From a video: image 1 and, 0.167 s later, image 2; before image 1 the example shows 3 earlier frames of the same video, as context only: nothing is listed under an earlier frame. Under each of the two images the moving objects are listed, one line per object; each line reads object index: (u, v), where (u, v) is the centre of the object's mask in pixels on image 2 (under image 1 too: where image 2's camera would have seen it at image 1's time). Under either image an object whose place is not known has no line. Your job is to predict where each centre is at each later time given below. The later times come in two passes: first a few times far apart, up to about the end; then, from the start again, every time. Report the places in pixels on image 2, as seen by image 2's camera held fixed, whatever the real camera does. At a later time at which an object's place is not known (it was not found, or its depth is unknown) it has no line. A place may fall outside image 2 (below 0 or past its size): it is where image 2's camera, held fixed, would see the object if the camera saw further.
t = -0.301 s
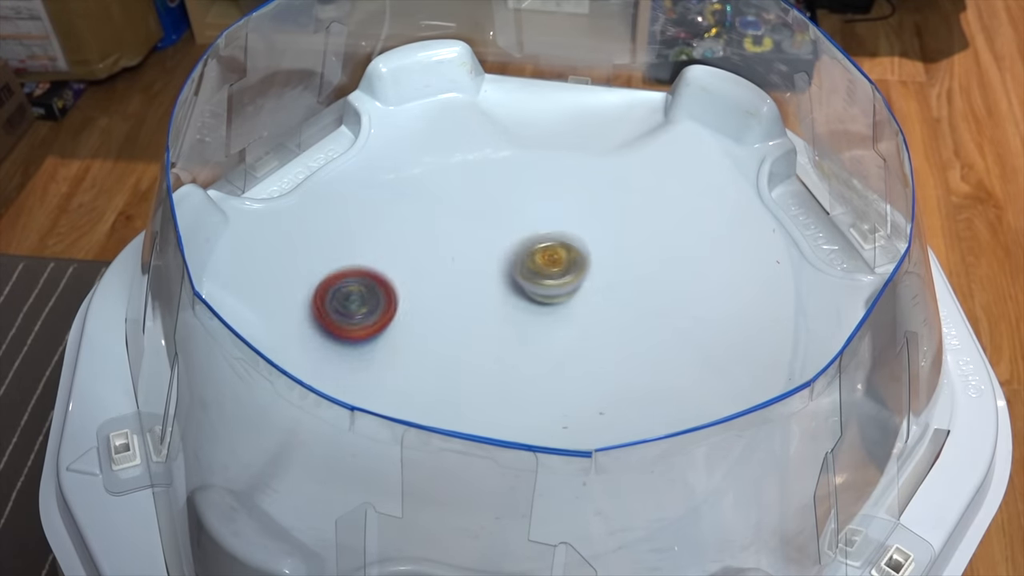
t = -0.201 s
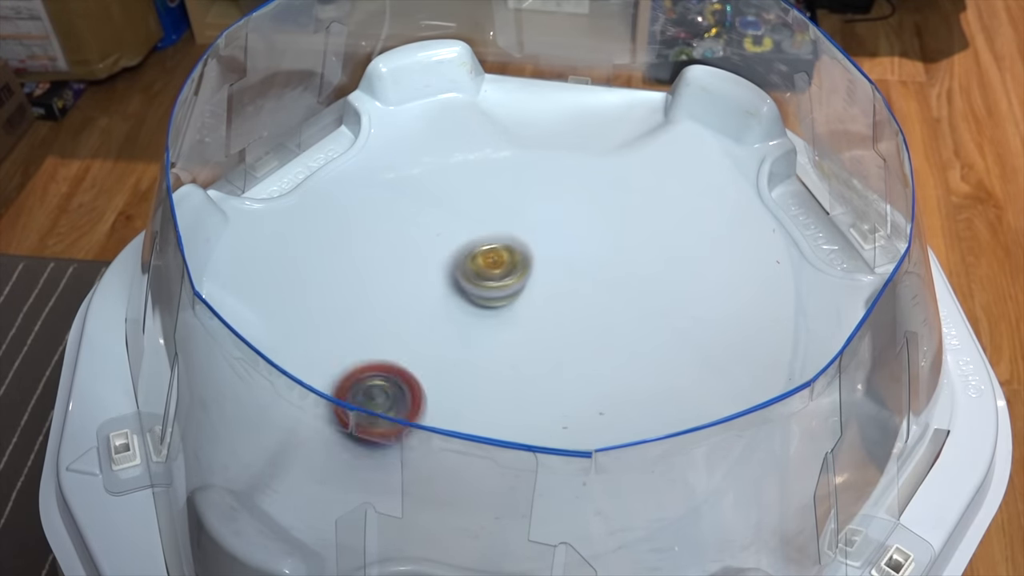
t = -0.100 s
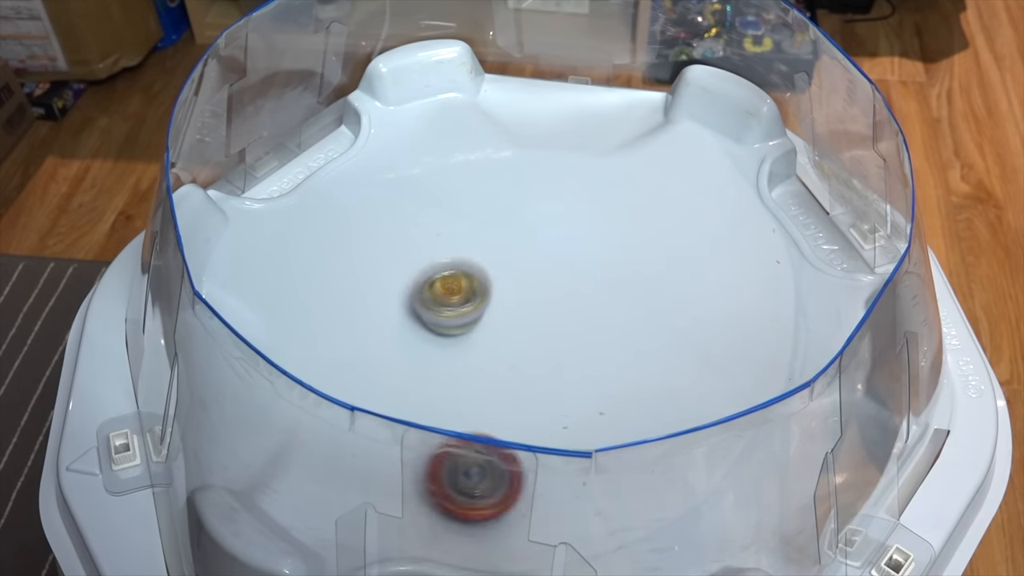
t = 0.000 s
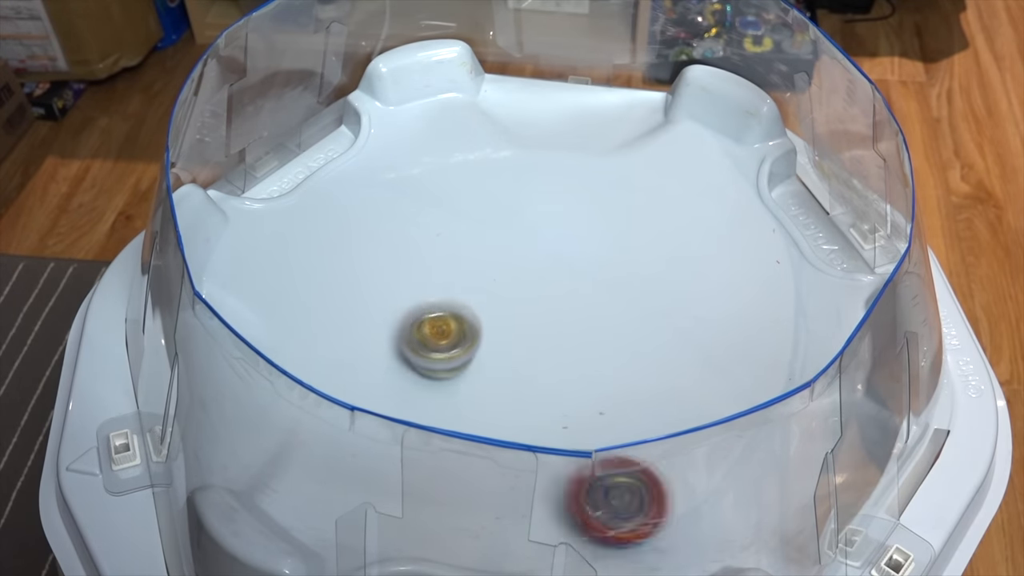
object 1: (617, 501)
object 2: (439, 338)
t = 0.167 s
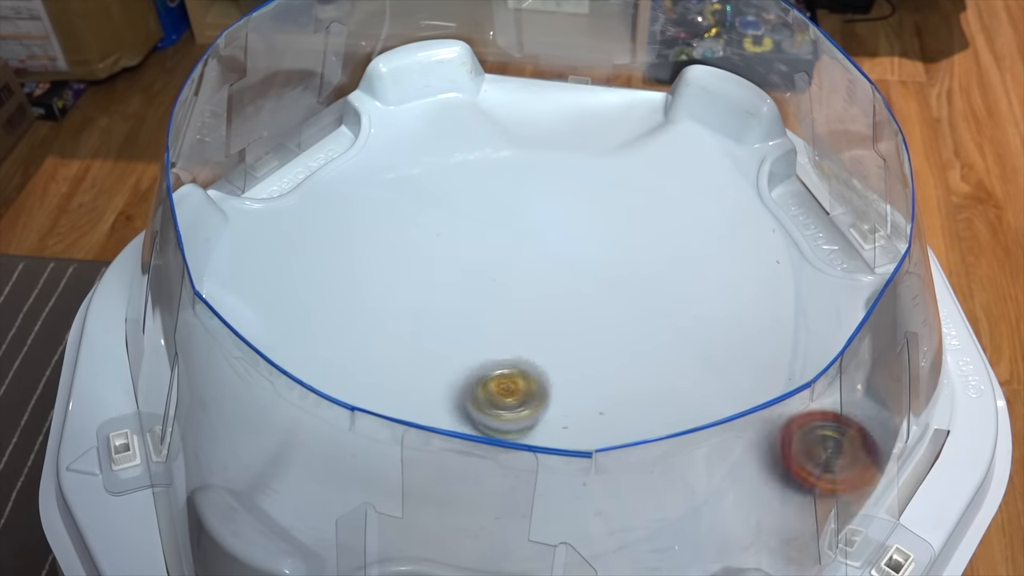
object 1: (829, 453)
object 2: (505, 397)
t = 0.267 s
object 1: (846, 378)
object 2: (568, 397)
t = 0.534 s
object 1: (658, 274)
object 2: (535, 289)
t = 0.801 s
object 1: (421, 235)
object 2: (356, 268)
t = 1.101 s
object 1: (498, 405)
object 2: (228, 406)
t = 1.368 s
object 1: (730, 364)
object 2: (397, 399)
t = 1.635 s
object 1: (659, 186)
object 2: (680, 285)
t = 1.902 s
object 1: (382, 191)
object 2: (648, 114)
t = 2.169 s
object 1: (244, 435)
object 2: (548, 114)
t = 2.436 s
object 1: (404, 407)
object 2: (425, 284)
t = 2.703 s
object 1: (762, 325)
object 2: (465, 430)
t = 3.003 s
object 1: (706, 179)
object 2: (729, 313)
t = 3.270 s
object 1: (447, 217)
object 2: (600, 129)
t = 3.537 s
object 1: (396, 445)
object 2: (450, 90)
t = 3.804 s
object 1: (696, 513)
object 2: (332, 228)
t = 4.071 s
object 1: (829, 424)
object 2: (456, 499)
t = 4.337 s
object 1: (738, 349)
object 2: (818, 433)
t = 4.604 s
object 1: (520, 272)
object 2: (743, 225)
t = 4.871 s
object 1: (402, 326)
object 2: (543, 85)
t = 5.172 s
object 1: (580, 375)
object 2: (482, 248)
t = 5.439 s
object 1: (571, 272)
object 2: (598, 493)
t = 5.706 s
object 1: (481, 301)
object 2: (787, 482)
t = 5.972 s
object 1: (525, 345)
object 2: (786, 464)
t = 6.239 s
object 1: (552, 327)
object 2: (716, 455)
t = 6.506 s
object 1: (538, 319)
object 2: (655, 362)
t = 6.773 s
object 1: (467, 324)
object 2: (537, 203)
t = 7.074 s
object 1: (526, 354)
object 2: (351, 299)
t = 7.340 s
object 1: (551, 324)
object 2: (577, 465)
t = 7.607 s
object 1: (533, 295)
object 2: (831, 314)
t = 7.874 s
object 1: (531, 321)
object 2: (783, 172)
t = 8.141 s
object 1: (542, 326)
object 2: (611, 221)
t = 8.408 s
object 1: (553, 322)
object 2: (306, 392)
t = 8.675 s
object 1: (536, 325)
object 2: (299, 358)
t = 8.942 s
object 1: (529, 329)
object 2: (422, 290)
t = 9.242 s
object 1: (624, 384)
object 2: (480, 125)
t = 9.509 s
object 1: (601, 326)
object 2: (571, 86)
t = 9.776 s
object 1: (526, 316)
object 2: (683, 175)
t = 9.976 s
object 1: (496, 340)
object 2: (679, 315)
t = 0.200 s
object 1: (847, 432)
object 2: (526, 400)
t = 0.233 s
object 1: (855, 404)
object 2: (547, 401)
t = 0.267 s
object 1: (846, 378)
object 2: (568, 397)
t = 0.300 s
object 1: (819, 363)
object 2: (586, 390)
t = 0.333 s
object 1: (788, 353)
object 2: (602, 380)
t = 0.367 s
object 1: (758, 345)
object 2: (613, 367)
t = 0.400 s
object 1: (726, 334)
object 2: (620, 352)
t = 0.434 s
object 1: (704, 321)
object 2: (609, 337)
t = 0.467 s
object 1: (693, 305)
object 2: (584, 319)
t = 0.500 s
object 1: (677, 289)
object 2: (560, 304)
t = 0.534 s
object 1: (658, 274)
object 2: (535, 289)
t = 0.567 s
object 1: (632, 259)
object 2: (510, 278)
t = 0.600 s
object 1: (607, 248)
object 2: (485, 268)
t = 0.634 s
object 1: (574, 237)
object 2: (460, 260)
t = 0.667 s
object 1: (542, 228)
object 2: (437, 255)
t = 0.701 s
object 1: (508, 225)
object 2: (415, 252)
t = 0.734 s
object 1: (475, 224)
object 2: (393, 255)
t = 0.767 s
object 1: (447, 227)
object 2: (375, 259)
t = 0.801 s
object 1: (421, 235)
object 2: (356, 268)
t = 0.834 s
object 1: (409, 245)
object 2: (331, 281)
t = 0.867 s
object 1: (400, 259)
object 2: (307, 296)
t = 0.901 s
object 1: (398, 276)
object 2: (286, 314)
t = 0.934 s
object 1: (399, 296)
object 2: (267, 336)
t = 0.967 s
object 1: (406, 319)
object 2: (246, 356)
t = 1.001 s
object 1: (420, 343)
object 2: (224, 374)
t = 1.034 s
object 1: (438, 367)
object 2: (210, 390)
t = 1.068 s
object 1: (465, 389)
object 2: (217, 399)
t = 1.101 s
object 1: (498, 405)
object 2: (228, 406)
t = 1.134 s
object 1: (532, 415)
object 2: (244, 412)
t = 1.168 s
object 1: (570, 422)
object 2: (258, 415)
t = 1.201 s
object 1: (606, 428)
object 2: (274, 415)
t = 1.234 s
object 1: (636, 424)
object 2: (293, 410)
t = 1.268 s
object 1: (666, 415)
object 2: (311, 406)
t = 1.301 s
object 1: (693, 401)
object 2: (335, 402)
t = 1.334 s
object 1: (714, 384)
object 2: (364, 401)
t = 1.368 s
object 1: (730, 364)
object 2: (397, 399)
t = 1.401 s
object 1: (742, 341)
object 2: (435, 395)
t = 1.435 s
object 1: (748, 317)
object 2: (473, 396)
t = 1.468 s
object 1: (747, 292)
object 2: (516, 391)
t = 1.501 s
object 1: (739, 268)
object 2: (559, 380)
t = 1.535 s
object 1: (726, 244)
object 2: (598, 363)
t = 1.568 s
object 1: (709, 222)
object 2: (632, 339)
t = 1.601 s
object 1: (687, 203)
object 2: (659, 312)
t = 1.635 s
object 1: (659, 186)
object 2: (680, 285)
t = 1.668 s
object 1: (628, 172)
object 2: (692, 258)
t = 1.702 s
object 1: (595, 163)
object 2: (699, 232)
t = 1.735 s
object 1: (560, 157)
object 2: (702, 207)
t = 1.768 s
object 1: (524, 155)
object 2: (696, 186)
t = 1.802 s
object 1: (488, 157)
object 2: (688, 163)
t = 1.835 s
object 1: (451, 164)
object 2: (680, 145)
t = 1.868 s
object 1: (415, 175)
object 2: (667, 128)
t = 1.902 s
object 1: (382, 191)
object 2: (648, 114)
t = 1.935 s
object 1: (350, 212)
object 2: (633, 108)
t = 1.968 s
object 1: (322, 236)
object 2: (617, 92)
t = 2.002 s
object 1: (298, 264)
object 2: (606, 84)
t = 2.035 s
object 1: (279, 296)
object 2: (593, 87)
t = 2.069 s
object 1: (267, 331)
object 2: (581, 92)
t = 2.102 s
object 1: (257, 366)
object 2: (569, 99)
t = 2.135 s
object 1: (249, 401)
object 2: (558, 106)
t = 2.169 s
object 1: (244, 435)
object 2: (548, 114)
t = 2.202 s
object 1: (248, 437)
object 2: (538, 124)
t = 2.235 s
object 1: (260, 430)
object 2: (527, 138)
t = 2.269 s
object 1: (276, 434)
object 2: (513, 154)
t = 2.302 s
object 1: (293, 431)
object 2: (497, 175)
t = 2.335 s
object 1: (314, 425)
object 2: (480, 196)
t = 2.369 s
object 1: (339, 418)
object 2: (460, 223)
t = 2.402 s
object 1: (370, 413)
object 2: (442, 252)
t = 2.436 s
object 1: (404, 407)
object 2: (425, 284)
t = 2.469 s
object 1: (443, 398)
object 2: (416, 319)
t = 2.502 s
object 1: (489, 402)
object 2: (407, 346)
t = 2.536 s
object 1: (546, 406)
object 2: (399, 360)
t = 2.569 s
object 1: (601, 401)
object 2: (399, 375)
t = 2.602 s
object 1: (651, 388)
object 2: (407, 386)
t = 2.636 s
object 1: (695, 369)
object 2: (419, 405)
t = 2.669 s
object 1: (733, 348)
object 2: (439, 418)
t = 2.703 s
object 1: (762, 325)
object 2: (465, 430)
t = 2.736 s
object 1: (783, 301)
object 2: (495, 436)
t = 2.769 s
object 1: (797, 279)
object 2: (531, 439)
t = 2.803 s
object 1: (804, 257)
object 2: (568, 437)
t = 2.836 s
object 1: (805, 237)
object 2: (606, 428)
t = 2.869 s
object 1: (796, 219)
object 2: (643, 411)
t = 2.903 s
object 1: (781, 207)
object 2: (675, 393)
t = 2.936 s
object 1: (758, 196)
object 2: (696, 370)
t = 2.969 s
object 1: (733, 187)
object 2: (719, 342)
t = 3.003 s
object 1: (706, 179)
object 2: (729, 313)
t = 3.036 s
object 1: (677, 173)
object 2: (732, 284)
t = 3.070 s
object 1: (645, 169)
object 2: (729, 256)
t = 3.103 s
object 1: (611, 168)
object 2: (720, 229)
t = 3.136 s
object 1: (578, 171)
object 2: (703, 204)
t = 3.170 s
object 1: (544, 176)
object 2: (683, 181)
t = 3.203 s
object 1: (511, 185)
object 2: (659, 161)
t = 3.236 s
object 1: (478, 199)
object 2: (630, 143)
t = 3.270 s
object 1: (447, 217)
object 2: (600, 129)
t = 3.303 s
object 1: (417, 239)
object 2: (571, 118)
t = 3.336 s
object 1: (391, 267)
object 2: (544, 110)
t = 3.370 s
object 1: (373, 296)
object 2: (518, 105)
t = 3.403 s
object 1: (362, 327)
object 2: (496, 101)
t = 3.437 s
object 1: (360, 358)
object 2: (481, 92)
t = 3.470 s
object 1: (365, 389)
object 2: (469, 88)
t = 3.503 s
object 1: (377, 417)
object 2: (459, 89)
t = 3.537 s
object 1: (396, 445)
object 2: (450, 90)
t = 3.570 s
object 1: (423, 471)
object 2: (437, 101)
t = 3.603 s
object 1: (458, 492)
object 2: (424, 110)
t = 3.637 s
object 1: (495, 509)
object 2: (409, 123)
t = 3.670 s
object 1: (535, 519)
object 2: (395, 139)
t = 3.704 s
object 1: (576, 527)
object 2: (379, 155)
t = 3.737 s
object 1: (620, 528)
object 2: (362, 176)
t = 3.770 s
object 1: (662, 523)
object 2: (346, 199)
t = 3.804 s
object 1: (696, 513)
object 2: (332, 228)
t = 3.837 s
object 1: (729, 503)
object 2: (320, 257)
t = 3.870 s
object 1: (760, 496)
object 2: (313, 291)
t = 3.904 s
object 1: (786, 483)
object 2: (313, 328)
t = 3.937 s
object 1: (806, 474)
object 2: (323, 367)
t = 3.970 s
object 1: (823, 465)
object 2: (341, 405)
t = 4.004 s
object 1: (831, 452)
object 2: (372, 441)
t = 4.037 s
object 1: (829, 437)
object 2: (408, 473)
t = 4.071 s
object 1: (829, 424)
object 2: (456, 499)
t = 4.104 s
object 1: (827, 412)
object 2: (509, 518)
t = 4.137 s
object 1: (821, 398)
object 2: (566, 529)
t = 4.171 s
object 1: (815, 386)
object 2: (631, 532)
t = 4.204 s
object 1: (808, 375)
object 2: (685, 528)
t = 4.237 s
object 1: (795, 367)
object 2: (740, 509)
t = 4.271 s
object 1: (778, 361)
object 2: (782, 494)
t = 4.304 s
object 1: (764, 360)
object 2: (807, 469)
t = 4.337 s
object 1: (738, 349)
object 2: (818, 433)
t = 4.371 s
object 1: (715, 344)
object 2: (808, 398)
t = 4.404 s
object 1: (690, 333)
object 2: (821, 361)
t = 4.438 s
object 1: (660, 323)
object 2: (811, 328)
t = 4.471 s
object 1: (632, 314)
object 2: (806, 308)
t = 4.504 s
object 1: (602, 301)
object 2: (794, 295)
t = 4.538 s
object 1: (574, 290)
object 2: (781, 268)
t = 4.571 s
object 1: (548, 279)
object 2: (764, 248)
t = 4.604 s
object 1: (520, 272)
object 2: (743, 225)
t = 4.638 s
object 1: (496, 268)
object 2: (723, 203)
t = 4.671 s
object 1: (473, 265)
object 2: (698, 182)
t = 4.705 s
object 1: (452, 268)
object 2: (674, 160)
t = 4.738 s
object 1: (434, 274)
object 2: (645, 142)
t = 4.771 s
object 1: (418, 282)
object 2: (614, 125)
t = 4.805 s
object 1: (407, 295)
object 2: (587, 112)
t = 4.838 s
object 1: (401, 309)
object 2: (564, 98)
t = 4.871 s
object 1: (402, 326)
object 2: (543, 85)
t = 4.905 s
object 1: (409, 344)
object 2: (525, 78)
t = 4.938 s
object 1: (422, 362)
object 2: (500, 77)
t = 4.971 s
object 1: (443, 376)
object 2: (496, 82)
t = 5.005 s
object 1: (463, 388)
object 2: (495, 100)
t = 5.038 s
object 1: (490, 395)
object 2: (495, 122)
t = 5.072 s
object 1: (514, 396)
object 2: (496, 148)
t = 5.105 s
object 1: (539, 393)
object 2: (492, 178)
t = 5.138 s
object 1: (560, 386)
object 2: (489, 211)
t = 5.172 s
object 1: (580, 375)
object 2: (482, 248)
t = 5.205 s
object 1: (593, 362)
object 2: (478, 286)
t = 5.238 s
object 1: (604, 348)
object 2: (478, 325)
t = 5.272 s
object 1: (608, 331)
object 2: (485, 362)
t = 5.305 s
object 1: (609, 317)
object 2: (496, 396)
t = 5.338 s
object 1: (604, 302)
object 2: (514, 425)
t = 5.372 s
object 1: (597, 291)
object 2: (539, 450)
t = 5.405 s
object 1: (585, 280)
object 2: (564, 471)
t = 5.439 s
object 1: (571, 272)
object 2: (598, 493)
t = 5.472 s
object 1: (554, 265)
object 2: (629, 504)
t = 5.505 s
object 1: (538, 262)
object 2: (662, 512)
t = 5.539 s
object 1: (521, 262)
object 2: (694, 522)
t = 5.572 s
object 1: (509, 265)
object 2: (727, 510)
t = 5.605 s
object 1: (497, 271)
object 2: (744, 501)
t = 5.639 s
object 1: (489, 281)
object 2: (762, 501)
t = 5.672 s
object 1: (482, 290)
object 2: (773, 488)
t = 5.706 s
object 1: (481, 301)
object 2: (787, 482)
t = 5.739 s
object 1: (479, 311)
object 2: (792, 474)
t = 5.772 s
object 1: (483, 320)
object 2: (799, 469)
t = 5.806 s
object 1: (486, 329)
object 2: (800, 467)
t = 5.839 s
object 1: (494, 335)
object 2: (799, 464)
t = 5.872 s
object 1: (501, 341)
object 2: (797, 463)
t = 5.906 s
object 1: (509, 344)
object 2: (795, 462)
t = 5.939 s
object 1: (518, 346)
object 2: (791, 463)
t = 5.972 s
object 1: (525, 345)
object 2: (786, 464)
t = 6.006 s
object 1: (533, 344)
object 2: (780, 464)
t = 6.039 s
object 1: (537, 342)
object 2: (773, 462)
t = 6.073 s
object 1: (544, 339)
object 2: (765, 461)
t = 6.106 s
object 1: (546, 336)
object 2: (756, 459)
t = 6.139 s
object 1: (550, 333)
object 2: (746, 459)
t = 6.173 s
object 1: (551, 331)
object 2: (733, 457)
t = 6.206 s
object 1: (551, 328)
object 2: (723, 455)
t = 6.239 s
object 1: (552, 327)
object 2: (716, 455)
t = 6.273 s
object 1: (550, 325)
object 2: (709, 454)
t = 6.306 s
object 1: (551, 324)
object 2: (702, 450)
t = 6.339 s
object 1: (549, 322)
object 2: (691, 442)
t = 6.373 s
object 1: (547, 320)
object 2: (684, 431)
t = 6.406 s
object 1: (545, 319)
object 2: (679, 416)
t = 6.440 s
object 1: (541, 319)
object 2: (671, 398)
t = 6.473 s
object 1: (541, 319)
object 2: (664, 382)
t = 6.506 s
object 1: (538, 319)
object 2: (655, 362)
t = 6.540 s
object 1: (536, 318)
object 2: (644, 340)
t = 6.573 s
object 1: (534, 318)
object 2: (628, 316)
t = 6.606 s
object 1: (529, 319)
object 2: (610, 293)
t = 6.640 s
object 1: (513, 319)
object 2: (603, 269)
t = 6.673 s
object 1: (497, 318)
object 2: (591, 247)
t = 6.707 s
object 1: (484, 318)
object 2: (577, 229)
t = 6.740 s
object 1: (476, 321)
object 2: (558, 214)
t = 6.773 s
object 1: (467, 324)
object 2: (537, 203)
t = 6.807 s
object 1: (462, 330)
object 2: (514, 197)
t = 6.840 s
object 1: (464, 336)
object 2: (490, 195)
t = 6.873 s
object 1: (467, 340)
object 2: (464, 197)
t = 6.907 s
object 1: (473, 345)
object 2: (439, 204)
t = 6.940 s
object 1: (485, 350)
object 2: (415, 214)
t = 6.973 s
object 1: (495, 352)
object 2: (393, 230)
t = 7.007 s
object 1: (504, 353)
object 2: (373, 249)
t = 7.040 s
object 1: (517, 354)
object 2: (360, 273)
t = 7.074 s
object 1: (526, 354)
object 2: (351, 299)
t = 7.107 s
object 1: (534, 354)
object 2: (352, 329)
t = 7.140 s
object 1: (543, 353)
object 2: (361, 358)
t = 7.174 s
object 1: (548, 352)
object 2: (380, 388)
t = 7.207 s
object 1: (552, 349)
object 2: (404, 414)
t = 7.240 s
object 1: (553, 344)
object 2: (443, 437)
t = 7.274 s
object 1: (555, 339)
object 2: (482, 454)
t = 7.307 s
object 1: (553, 332)
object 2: (529, 462)
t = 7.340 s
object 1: (551, 324)
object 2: (577, 465)
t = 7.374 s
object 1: (550, 315)
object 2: (630, 459)
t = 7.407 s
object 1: (547, 309)
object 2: (670, 448)
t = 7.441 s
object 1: (544, 303)
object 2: (711, 430)
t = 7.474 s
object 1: (540, 299)
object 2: (745, 408)
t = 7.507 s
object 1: (540, 297)
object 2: (783, 383)
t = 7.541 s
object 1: (537, 296)
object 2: (803, 363)
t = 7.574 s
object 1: (535, 295)
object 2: (822, 338)
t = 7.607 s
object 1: (533, 295)
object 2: (831, 314)
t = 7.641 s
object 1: (533, 298)
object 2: (837, 294)
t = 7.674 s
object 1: (530, 300)
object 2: (840, 272)
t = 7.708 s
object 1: (529, 303)
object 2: (836, 248)
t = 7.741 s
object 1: (529, 305)
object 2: (826, 229)
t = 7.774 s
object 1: (531, 309)
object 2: (814, 217)
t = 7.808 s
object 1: (531, 314)
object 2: (813, 200)
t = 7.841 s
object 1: (530, 318)
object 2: (804, 186)
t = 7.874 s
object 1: (531, 321)
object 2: (783, 172)
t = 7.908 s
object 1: (531, 325)
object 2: (771, 155)
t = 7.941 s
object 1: (528, 328)
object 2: (763, 140)
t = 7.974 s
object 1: (526, 330)
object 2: (753, 138)
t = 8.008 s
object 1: (526, 329)
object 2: (730, 153)
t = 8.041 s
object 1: (531, 329)
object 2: (708, 170)
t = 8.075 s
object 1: (535, 328)
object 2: (679, 186)
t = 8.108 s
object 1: (539, 327)
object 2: (647, 203)
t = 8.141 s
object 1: (542, 326)
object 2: (611, 221)
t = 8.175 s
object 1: (546, 324)
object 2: (569, 243)
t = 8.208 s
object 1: (550, 324)
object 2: (526, 258)
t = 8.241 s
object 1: (551, 323)
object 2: (482, 278)
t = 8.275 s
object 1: (553, 322)
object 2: (438, 297)
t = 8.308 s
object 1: (553, 322)
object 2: (399, 317)
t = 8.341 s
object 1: (554, 322)
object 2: (363, 340)
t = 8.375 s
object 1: (554, 322)
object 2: (336, 360)
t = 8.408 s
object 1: (553, 322)
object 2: (306, 392)
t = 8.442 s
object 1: (551, 322)
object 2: (277, 422)
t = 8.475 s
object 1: (548, 323)
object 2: (251, 443)
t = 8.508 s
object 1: (548, 322)
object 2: (256, 419)
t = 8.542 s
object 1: (545, 323)
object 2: (260, 403)
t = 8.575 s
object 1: (542, 323)
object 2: (275, 395)
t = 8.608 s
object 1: (539, 323)
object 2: (290, 396)
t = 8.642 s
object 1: (537, 325)
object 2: (294, 374)
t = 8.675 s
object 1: (536, 325)
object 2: (299, 358)
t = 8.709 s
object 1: (536, 327)
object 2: (309, 344)
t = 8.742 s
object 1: (535, 328)
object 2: (318, 333)
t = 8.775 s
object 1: (533, 329)
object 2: (332, 323)
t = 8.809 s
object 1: (532, 330)
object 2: (348, 315)
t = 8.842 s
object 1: (530, 329)
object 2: (366, 308)
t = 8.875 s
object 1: (530, 329)
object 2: (384, 302)
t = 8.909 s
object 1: (530, 329)
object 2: (403, 296)
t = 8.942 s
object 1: (529, 329)
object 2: (422, 290)
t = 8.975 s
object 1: (528, 328)
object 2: (444, 285)
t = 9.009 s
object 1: (532, 333)
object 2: (462, 275)
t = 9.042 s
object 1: (553, 350)
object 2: (465, 247)
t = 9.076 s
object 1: (572, 364)
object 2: (467, 221)
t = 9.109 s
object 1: (589, 374)
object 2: (469, 196)
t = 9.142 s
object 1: (604, 381)
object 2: (471, 175)
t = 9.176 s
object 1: (614, 385)
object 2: (474, 156)
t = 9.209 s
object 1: (621, 386)
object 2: (477, 139)
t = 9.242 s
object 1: (624, 384)
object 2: (480, 125)
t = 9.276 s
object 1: (626, 379)
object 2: (485, 112)
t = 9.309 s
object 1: (627, 371)
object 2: (492, 103)
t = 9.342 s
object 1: (626, 363)
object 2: (503, 99)
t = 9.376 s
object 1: (623, 353)
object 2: (518, 92)
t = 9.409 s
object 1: (618, 345)
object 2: (534, 86)
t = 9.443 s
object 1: (612, 336)
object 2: (550, 80)
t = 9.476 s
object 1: (609, 333)
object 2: (558, 80)
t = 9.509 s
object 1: (601, 326)
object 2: (571, 86)
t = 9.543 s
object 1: (594, 319)
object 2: (587, 96)
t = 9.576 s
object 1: (586, 314)
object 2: (606, 106)
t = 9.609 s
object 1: (576, 311)
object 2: (625, 114)
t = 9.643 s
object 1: (566, 308)
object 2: (640, 120)
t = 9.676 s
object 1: (556, 308)
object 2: (658, 129)
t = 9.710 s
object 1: (546, 309)
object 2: (670, 141)
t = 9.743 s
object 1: (536, 312)
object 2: (678, 156)
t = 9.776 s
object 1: (526, 316)
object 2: (683, 175)
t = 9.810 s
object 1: (517, 321)
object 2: (685, 196)
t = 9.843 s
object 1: (509, 327)
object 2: (685, 219)
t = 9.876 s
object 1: (503, 332)
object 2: (686, 243)
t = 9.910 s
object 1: (499, 336)
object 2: (685, 267)
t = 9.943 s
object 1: (497, 338)
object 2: (683, 290)
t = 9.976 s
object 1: (496, 340)
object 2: (679, 315)
